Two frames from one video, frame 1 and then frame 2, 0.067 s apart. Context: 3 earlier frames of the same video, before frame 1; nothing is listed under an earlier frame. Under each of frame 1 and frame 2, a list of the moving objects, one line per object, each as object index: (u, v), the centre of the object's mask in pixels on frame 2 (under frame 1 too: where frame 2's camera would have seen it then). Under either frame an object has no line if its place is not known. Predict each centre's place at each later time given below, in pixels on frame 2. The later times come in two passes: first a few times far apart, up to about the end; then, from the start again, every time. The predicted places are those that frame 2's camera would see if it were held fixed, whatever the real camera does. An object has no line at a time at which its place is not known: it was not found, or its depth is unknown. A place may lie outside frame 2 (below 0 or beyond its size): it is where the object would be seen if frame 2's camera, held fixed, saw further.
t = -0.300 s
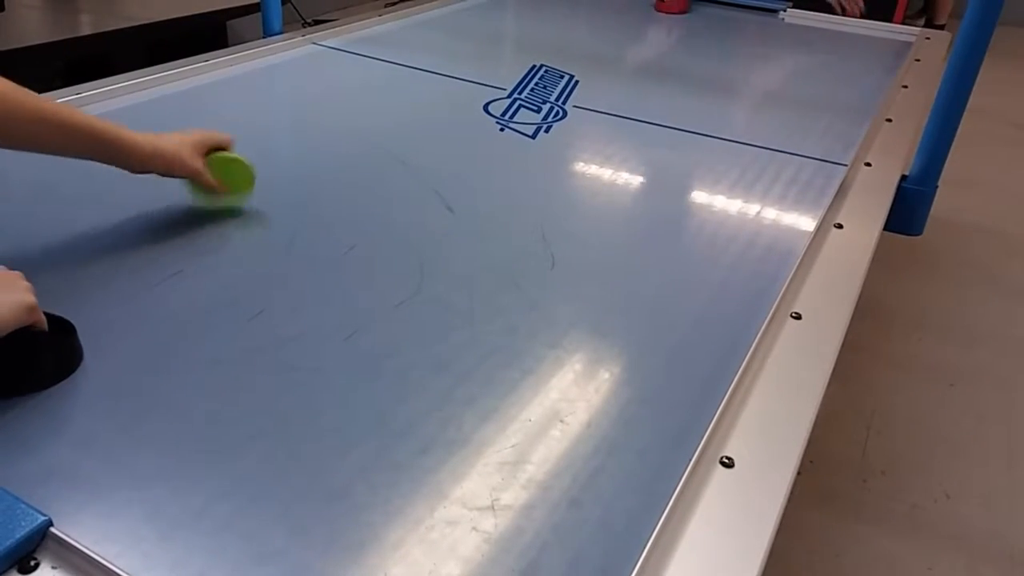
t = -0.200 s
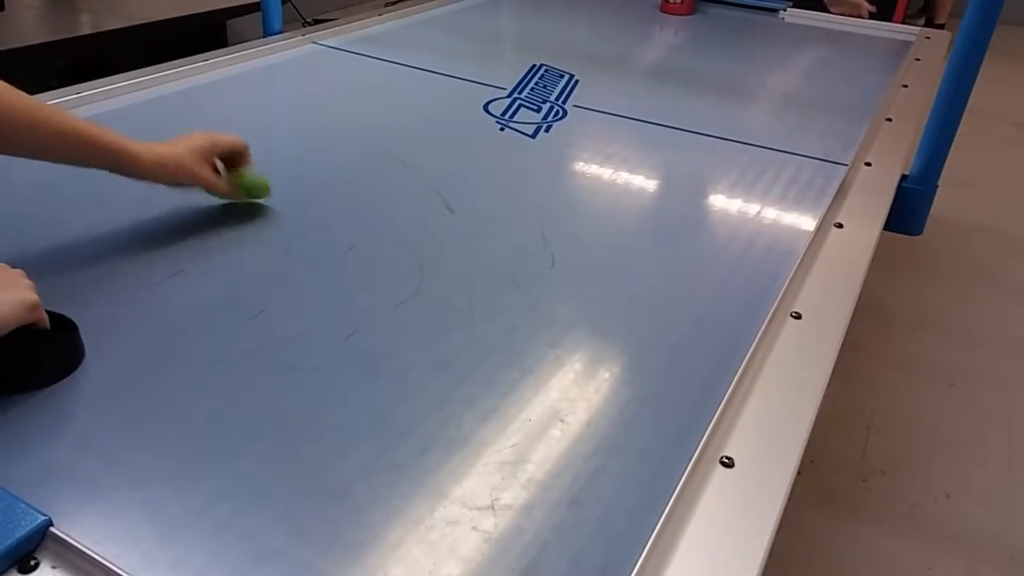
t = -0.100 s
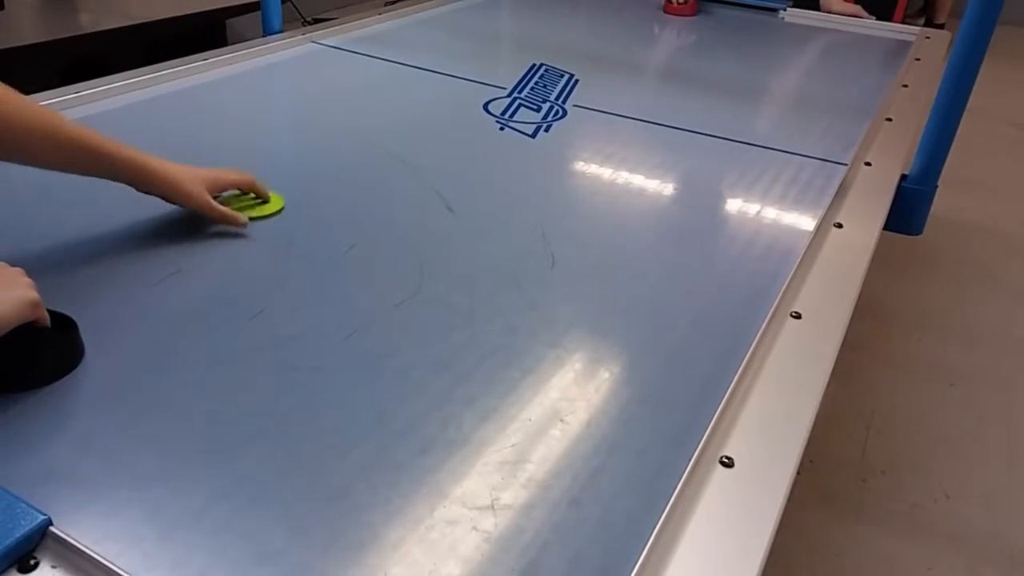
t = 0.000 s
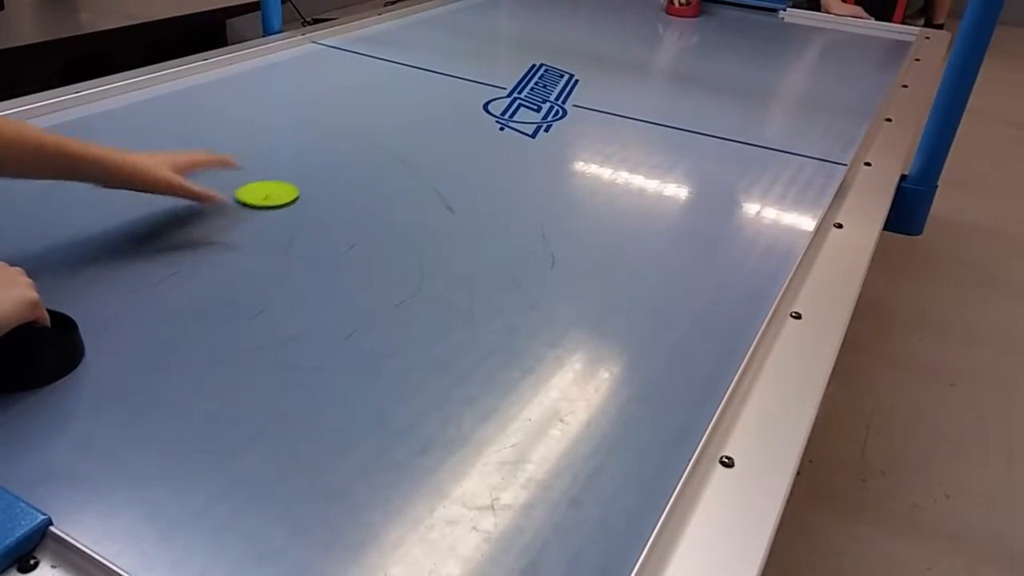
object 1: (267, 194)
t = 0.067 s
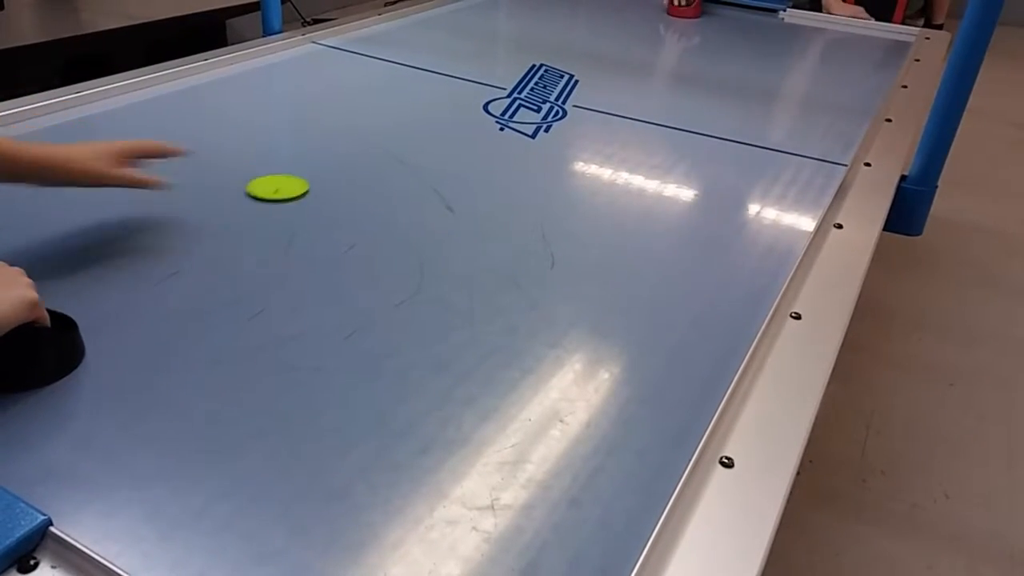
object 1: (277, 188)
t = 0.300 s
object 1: (314, 165)
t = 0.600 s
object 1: (361, 139)
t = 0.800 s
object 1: (391, 123)
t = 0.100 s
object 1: (282, 184)
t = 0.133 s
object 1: (288, 181)
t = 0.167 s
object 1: (293, 178)
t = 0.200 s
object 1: (298, 175)
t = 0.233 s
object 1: (303, 172)
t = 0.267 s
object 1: (309, 168)
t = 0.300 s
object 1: (314, 165)
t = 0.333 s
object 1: (319, 162)
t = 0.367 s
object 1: (325, 159)
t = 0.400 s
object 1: (330, 156)
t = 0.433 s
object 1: (335, 153)
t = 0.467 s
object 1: (341, 150)
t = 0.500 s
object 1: (345, 147)
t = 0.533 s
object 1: (351, 144)
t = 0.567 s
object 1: (356, 141)
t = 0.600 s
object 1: (361, 139)
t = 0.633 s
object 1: (366, 136)
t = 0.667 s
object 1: (371, 133)
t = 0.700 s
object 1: (376, 131)
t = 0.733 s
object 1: (381, 128)
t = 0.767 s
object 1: (386, 125)
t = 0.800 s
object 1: (391, 123)
